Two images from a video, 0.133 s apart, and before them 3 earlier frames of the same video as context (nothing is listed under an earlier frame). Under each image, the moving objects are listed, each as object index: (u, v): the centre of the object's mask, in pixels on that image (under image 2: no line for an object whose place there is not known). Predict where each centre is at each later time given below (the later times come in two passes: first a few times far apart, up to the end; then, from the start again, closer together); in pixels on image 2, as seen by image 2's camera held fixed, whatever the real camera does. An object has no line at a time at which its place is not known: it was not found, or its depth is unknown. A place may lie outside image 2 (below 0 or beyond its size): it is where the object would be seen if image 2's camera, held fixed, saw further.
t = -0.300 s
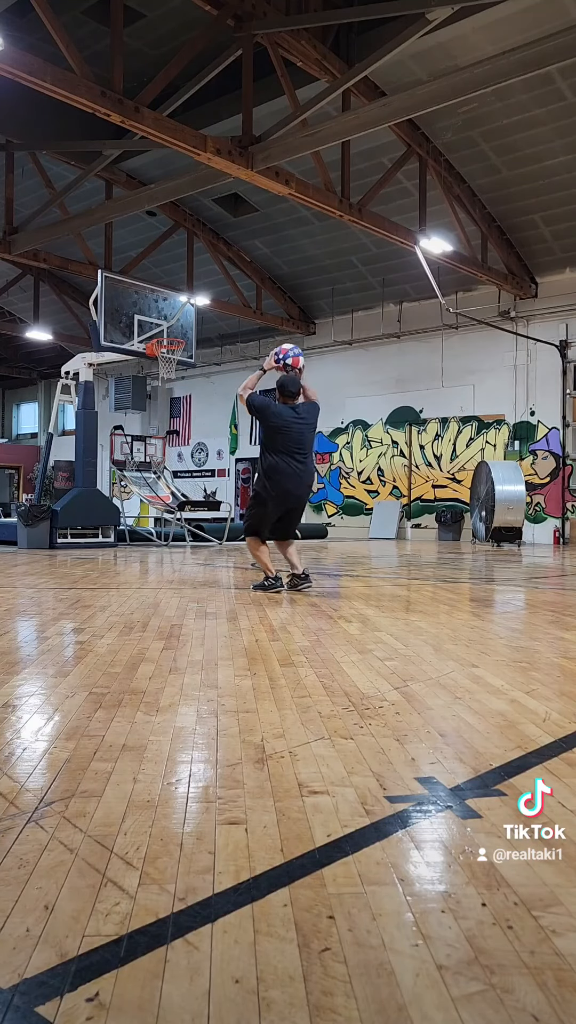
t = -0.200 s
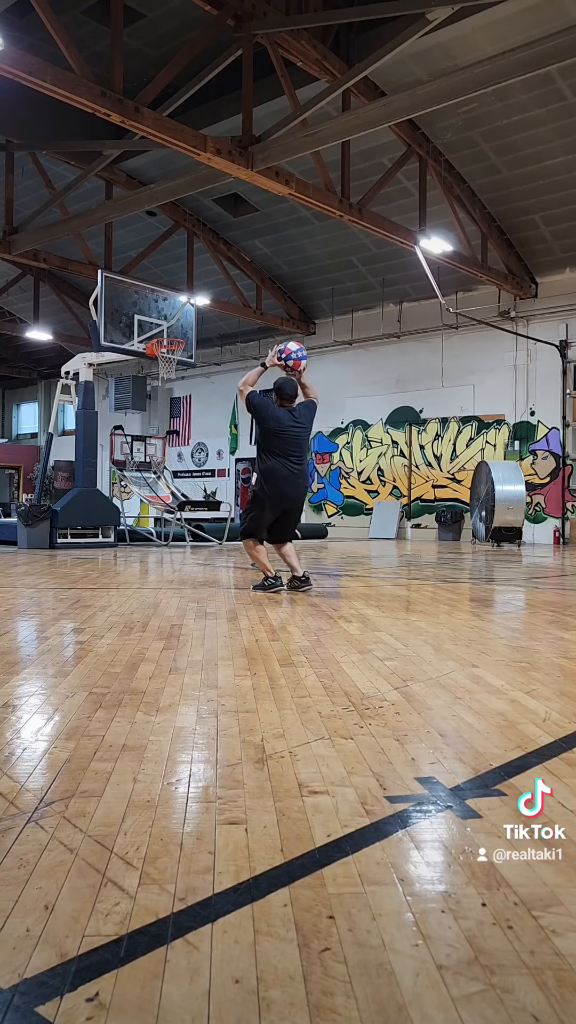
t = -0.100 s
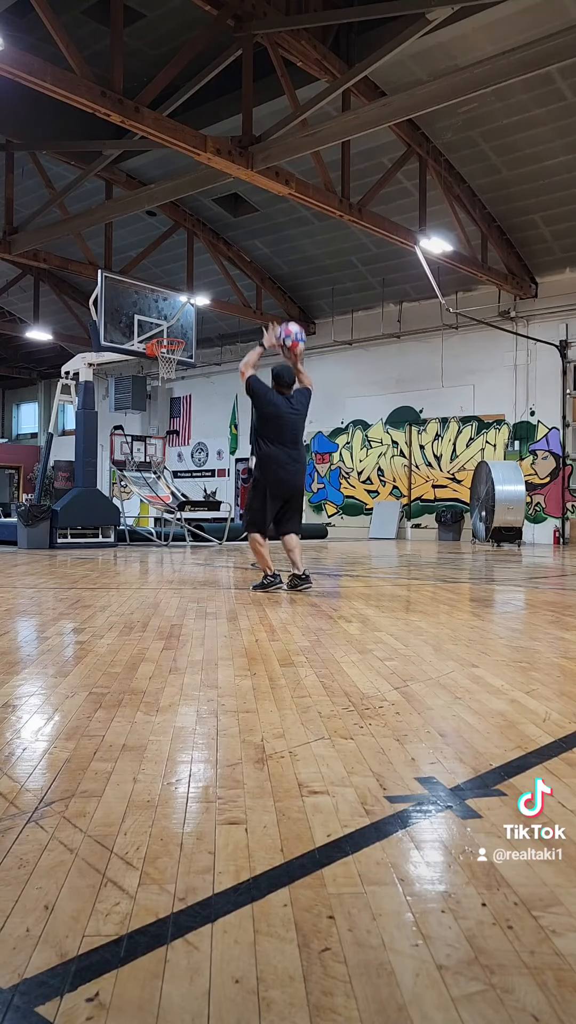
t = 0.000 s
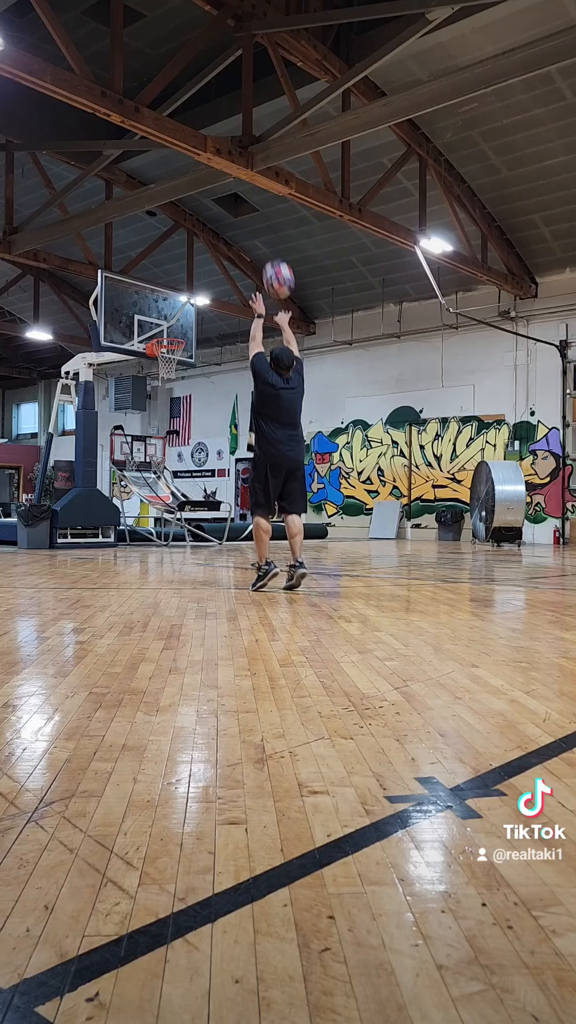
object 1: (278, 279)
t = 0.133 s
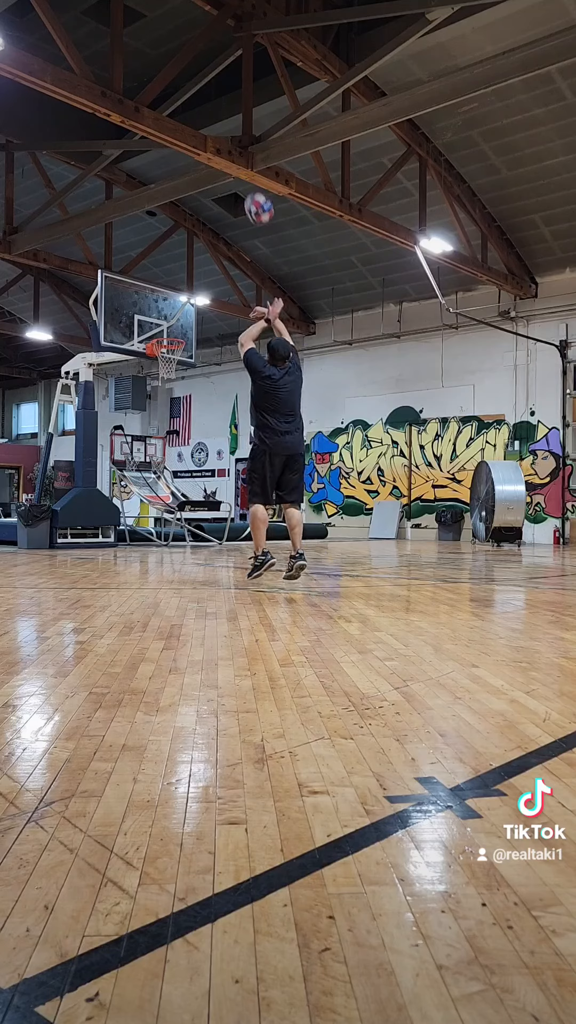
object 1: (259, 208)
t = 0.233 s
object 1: (246, 176)
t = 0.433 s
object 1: (225, 153)
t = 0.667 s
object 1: (205, 175)
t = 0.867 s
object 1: (191, 223)
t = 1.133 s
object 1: (177, 317)
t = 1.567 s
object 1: (139, 437)
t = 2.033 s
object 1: (105, 474)
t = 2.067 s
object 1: (103, 466)
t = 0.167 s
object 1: (254, 196)
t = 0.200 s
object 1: (250, 186)
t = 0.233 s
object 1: (246, 176)
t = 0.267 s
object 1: (242, 169)
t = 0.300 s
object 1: (238, 164)
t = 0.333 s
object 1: (235, 159)
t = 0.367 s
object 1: (231, 156)
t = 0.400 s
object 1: (228, 153)
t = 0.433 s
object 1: (225, 153)
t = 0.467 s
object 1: (222, 154)
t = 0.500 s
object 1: (219, 155)
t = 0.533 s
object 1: (215, 158)
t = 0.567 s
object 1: (213, 160)
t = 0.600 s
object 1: (210, 165)
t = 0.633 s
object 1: (207, 170)
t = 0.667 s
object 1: (205, 175)
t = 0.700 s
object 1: (203, 181)
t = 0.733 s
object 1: (201, 189)
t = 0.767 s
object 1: (198, 197)
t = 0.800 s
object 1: (195, 206)
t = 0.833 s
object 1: (194, 214)
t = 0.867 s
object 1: (191, 223)
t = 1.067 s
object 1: (180, 289)
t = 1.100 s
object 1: (179, 304)
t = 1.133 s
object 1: (177, 317)
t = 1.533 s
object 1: (142, 426)
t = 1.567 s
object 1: (139, 437)
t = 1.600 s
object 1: (136, 448)
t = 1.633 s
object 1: (132, 461)
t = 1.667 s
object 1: (129, 472)
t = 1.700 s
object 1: (126, 488)
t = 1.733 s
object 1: (124, 501)
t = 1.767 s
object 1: (120, 518)
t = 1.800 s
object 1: (118, 533)
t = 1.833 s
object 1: (115, 540)
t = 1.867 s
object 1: (113, 528)
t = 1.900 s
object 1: (112, 516)
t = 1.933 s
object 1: (109, 504)
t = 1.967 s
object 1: (108, 494)
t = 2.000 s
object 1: (106, 484)
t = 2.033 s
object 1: (105, 474)
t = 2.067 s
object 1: (103, 466)
